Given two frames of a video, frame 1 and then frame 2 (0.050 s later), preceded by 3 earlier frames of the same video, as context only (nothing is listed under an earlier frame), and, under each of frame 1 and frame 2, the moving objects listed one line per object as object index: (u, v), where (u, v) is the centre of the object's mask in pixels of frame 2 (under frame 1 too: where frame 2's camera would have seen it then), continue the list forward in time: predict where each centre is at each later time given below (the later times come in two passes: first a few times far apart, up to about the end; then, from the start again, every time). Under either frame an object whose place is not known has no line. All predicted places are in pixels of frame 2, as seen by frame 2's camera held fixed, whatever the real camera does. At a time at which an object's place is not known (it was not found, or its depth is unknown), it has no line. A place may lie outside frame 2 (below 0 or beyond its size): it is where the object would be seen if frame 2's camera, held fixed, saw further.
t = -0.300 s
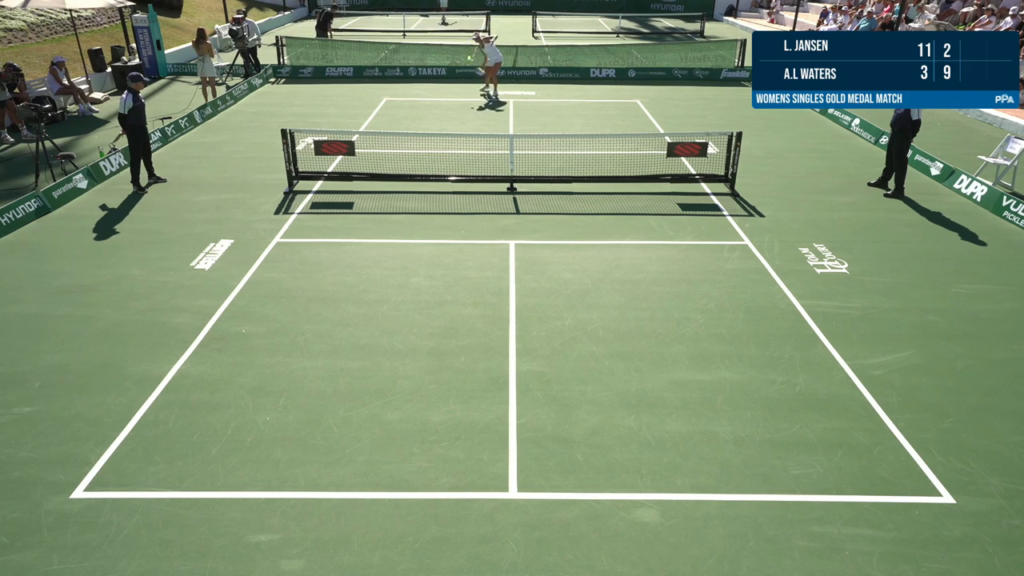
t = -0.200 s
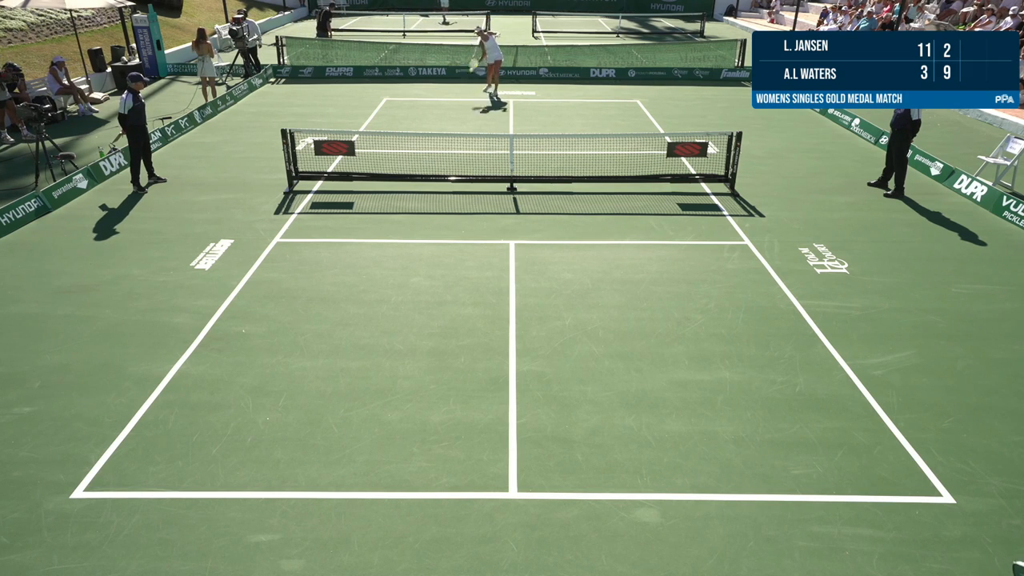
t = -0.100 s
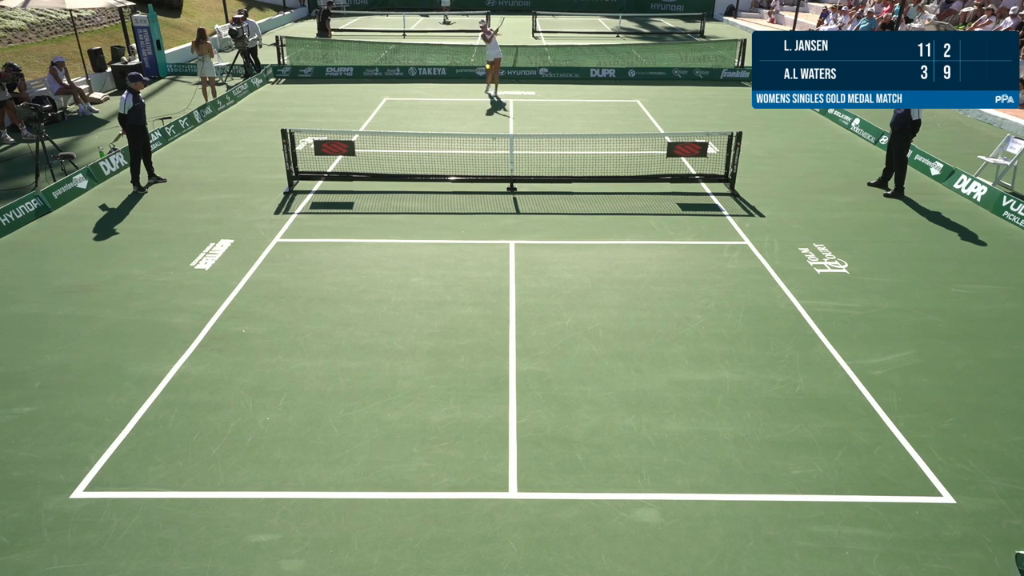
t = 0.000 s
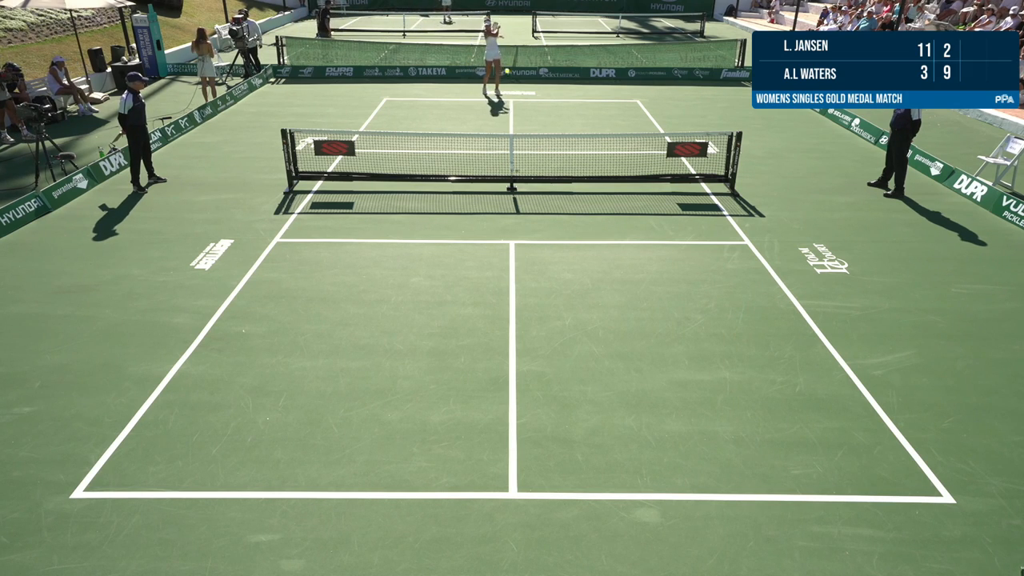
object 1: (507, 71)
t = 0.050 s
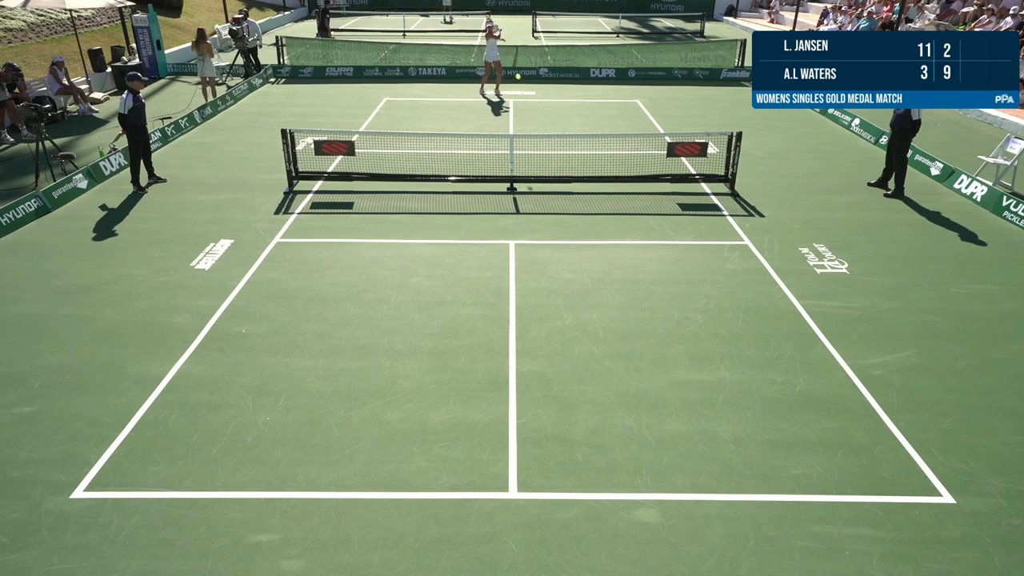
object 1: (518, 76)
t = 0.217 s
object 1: (562, 118)
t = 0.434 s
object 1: (641, 249)
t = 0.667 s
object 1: (767, 397)
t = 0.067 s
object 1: (522, 79)
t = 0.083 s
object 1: (526, 82)
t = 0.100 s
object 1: (530, 85)
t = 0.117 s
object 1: (534, 89)
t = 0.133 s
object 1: (539, 93)
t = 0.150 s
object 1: (543, 96)
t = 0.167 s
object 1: (547, 101)
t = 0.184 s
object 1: (552, 106)
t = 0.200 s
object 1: (557, 112)
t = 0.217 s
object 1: (562, 118)
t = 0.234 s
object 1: (567, 125)
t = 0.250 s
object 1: (573, 132)
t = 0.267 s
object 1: (578, 140)
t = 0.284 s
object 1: (584, 148)
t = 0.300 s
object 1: (590, 157)
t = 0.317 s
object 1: (595, 166)
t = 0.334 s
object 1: (602, 176)
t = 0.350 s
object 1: (608, 186)
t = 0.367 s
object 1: (614, 197)
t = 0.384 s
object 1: (620, 209)
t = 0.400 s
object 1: (627, 221)
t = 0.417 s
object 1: (634, 235)
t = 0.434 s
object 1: (641, 249)
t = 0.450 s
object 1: (648, 263)
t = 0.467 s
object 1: (656, 279)
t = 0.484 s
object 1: (663, 295)
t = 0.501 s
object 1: (671, 313)
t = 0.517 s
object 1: (679, 331)
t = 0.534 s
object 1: (687, 351)
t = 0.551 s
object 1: (696, 370)
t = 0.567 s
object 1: (704, 372)
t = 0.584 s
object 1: (714, 374)
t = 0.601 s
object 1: (724, 378)
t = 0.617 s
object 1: (734, 382)
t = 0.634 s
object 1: (745, 386)
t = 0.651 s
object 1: (756, 391)
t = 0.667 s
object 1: (767, 397)
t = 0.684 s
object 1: (779, 403)
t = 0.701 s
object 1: (791, 410)
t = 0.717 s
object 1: (804, 418)
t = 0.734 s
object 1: (818, 426)
